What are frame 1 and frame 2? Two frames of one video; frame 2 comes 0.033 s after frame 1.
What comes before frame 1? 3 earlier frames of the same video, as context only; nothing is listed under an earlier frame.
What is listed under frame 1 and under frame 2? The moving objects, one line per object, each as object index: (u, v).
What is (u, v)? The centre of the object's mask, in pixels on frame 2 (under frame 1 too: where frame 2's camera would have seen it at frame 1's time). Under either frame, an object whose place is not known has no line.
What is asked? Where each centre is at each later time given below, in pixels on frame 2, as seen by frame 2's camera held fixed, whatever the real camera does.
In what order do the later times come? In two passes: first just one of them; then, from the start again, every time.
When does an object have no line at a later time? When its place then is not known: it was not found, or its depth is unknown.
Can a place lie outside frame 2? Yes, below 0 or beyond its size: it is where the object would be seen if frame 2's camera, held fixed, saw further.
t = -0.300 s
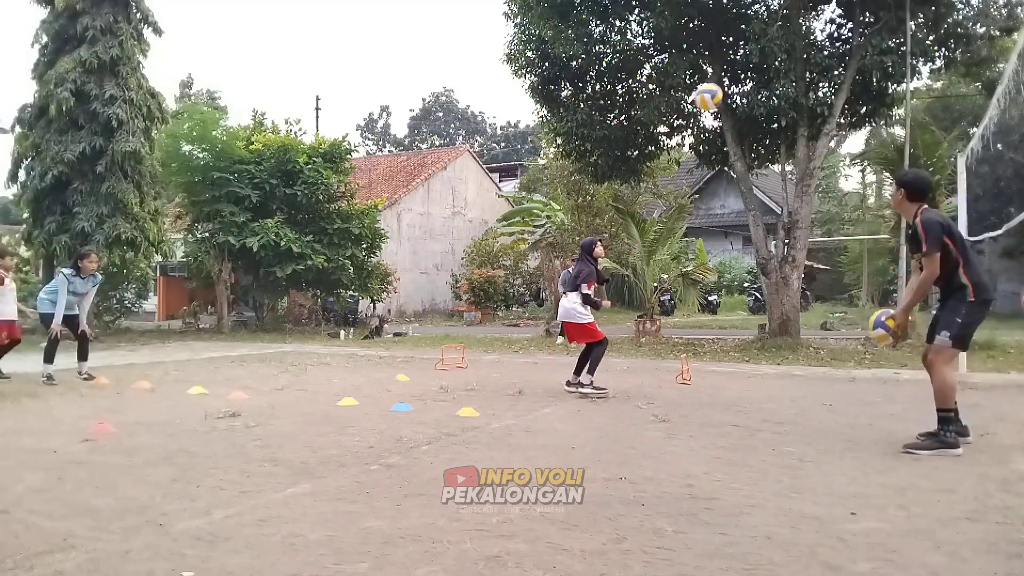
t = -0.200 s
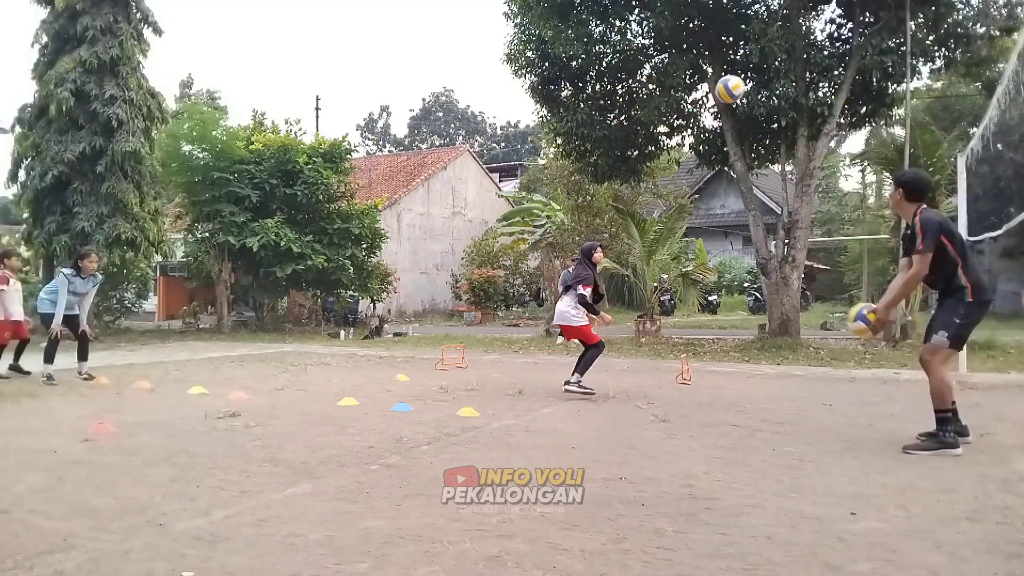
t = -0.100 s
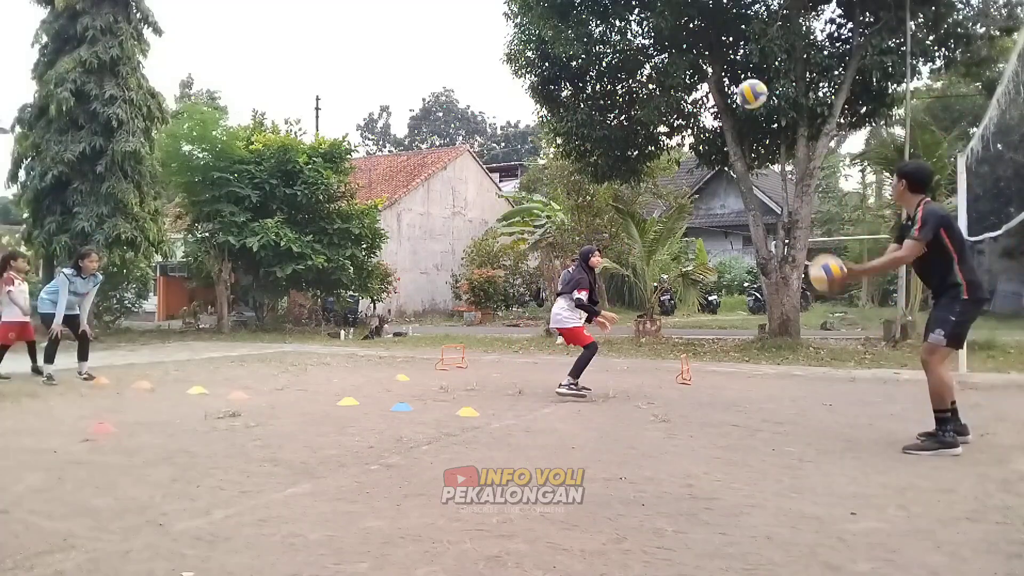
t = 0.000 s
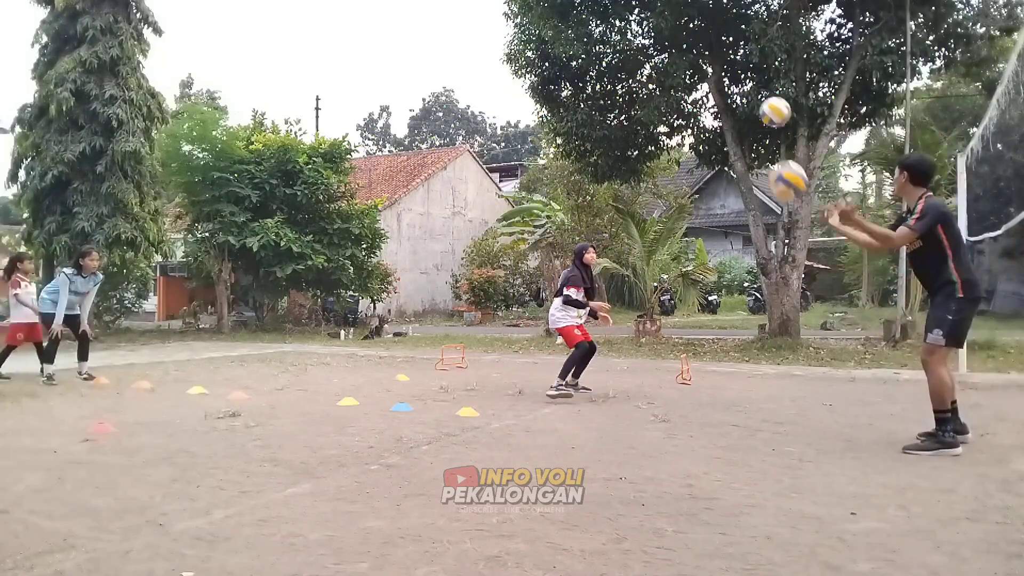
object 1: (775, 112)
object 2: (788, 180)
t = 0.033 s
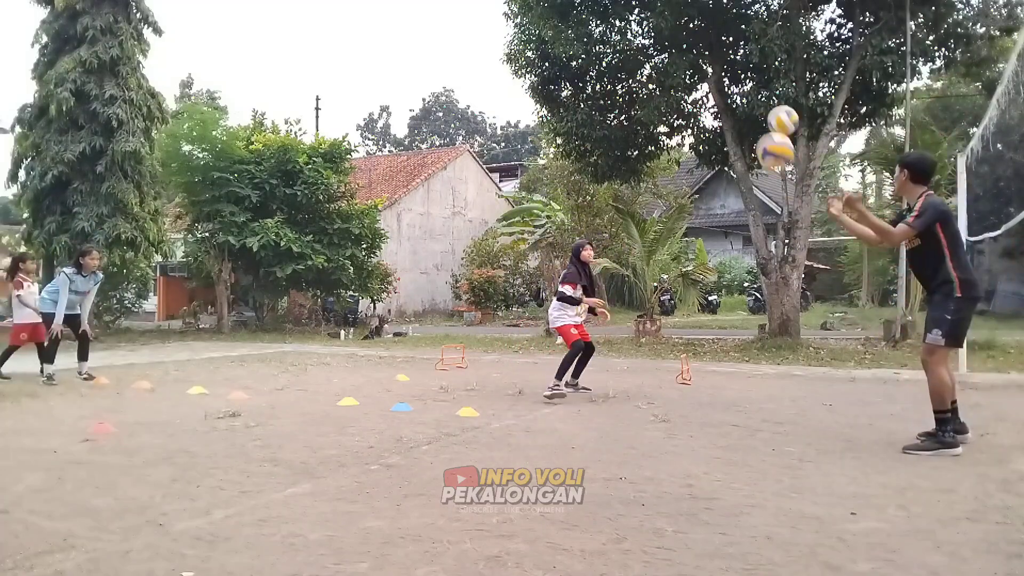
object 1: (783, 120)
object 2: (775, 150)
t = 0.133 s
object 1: (806, 157)
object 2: (738, 78)
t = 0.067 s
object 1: (792, 132)
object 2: (762, 125)
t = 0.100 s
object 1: (799, 144)
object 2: (750, 101)
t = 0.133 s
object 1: (806, 157)
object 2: (738, 78)
